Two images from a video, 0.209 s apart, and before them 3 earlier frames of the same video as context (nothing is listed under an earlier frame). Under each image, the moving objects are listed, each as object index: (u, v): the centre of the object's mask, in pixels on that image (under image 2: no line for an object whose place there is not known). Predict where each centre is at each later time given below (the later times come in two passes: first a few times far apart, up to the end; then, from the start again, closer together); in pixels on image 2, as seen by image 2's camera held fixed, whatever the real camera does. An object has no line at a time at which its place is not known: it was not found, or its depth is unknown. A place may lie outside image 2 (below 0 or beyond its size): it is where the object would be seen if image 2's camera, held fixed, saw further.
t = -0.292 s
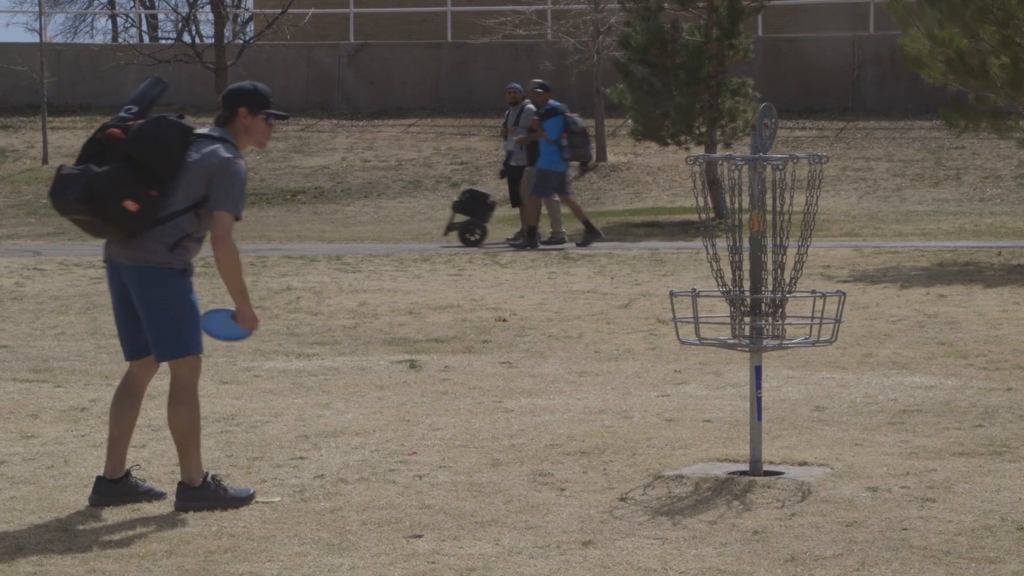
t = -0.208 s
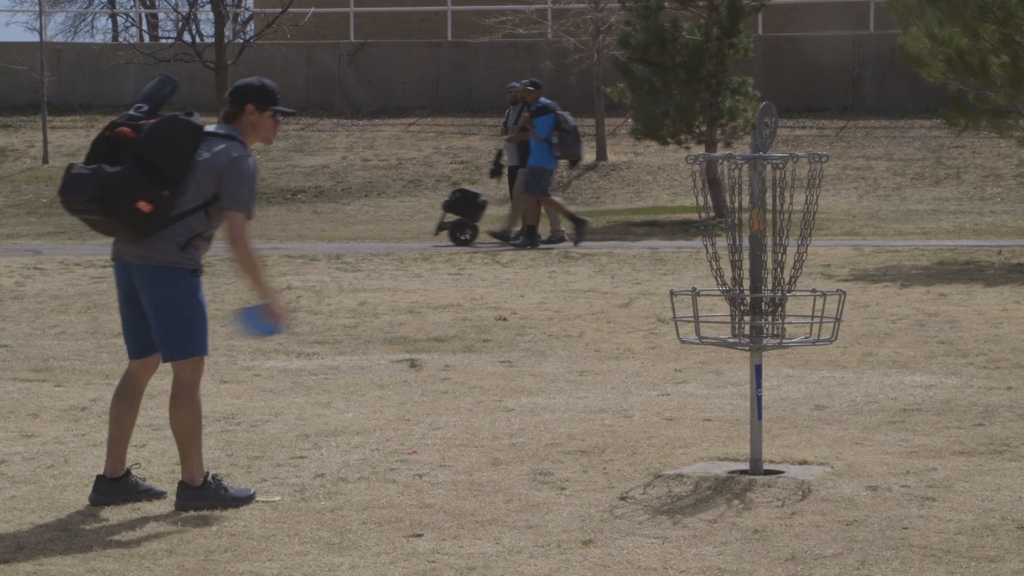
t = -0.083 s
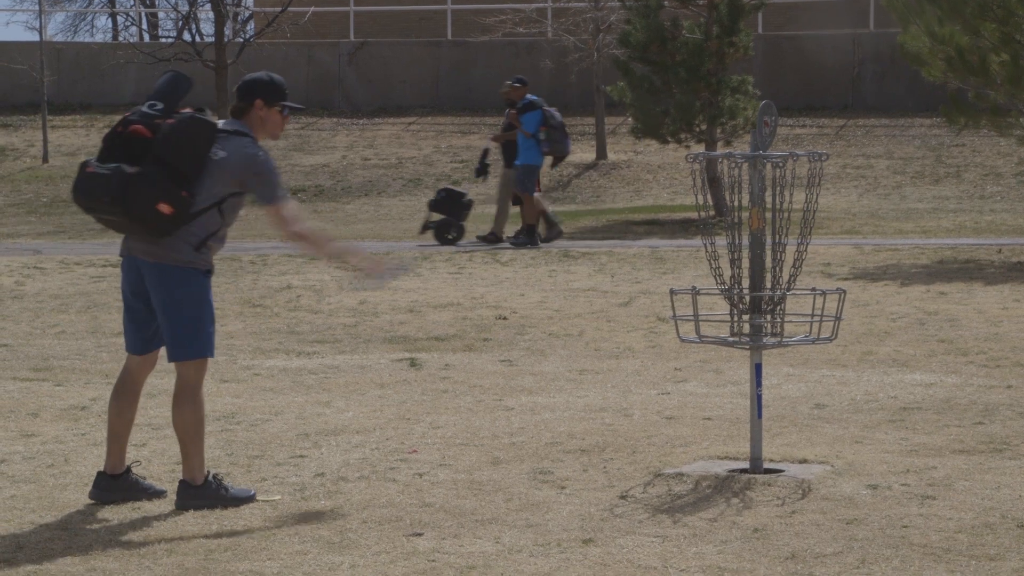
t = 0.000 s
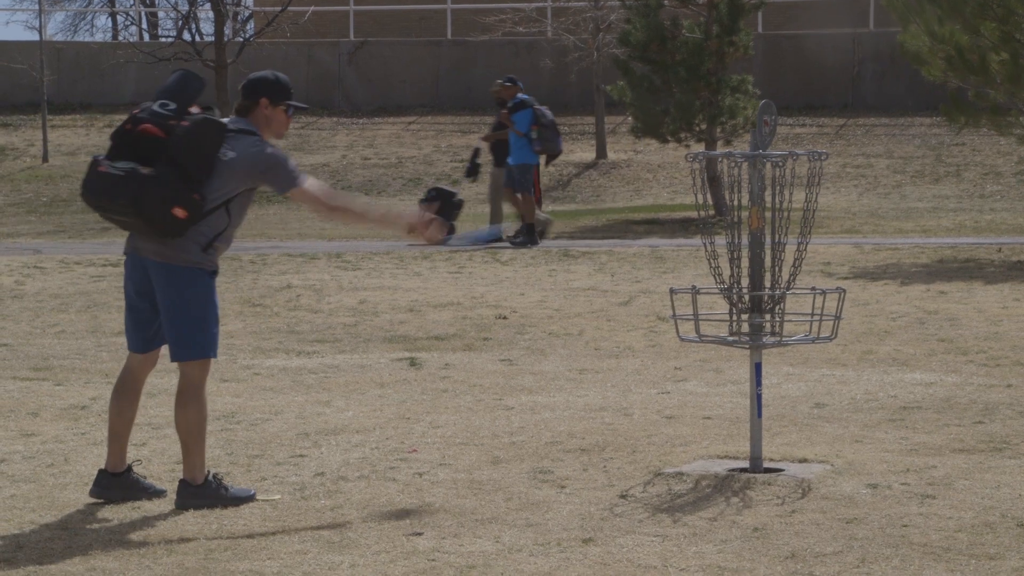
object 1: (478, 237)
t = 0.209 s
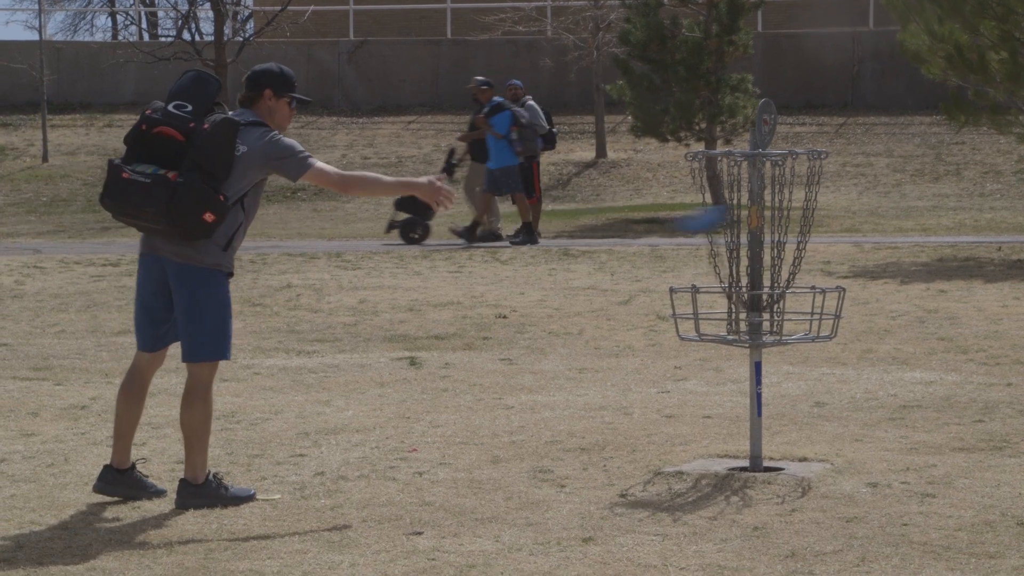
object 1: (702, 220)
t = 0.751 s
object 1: (720, 329)
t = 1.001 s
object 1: (709, 336)
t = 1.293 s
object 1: (708, 337)
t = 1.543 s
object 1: (709, 337)
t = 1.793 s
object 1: (709, 337)
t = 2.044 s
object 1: (708, 337)
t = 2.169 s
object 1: (710, 338)
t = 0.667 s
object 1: (727, 313)
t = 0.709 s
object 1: (719, 324)
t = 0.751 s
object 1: (720, 329)
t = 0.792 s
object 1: (712, 332)
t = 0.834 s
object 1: (712, 332)
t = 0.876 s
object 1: (711, 333)
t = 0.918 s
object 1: (709, 336)
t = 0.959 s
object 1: (709, 336)
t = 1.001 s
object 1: (709, 336)
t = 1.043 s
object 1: (710, 336)
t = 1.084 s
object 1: (710, 337)
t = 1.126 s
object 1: (710, 337)
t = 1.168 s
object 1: (710, 337)
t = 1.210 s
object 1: (709, 337)
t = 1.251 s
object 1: (709, 337)
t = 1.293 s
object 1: (708, 337)
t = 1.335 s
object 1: (709, 337)
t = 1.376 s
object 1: (710, 337)
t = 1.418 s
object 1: (709, 337)
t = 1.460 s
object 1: (710, 337)
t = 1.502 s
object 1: (709, 337)
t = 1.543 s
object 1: (709, 337)
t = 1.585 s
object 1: (709, 337)
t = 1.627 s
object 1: (709, 337)
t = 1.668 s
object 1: (709, 337)
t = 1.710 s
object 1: (709, 337)
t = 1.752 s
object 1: (709, 337)
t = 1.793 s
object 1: (709, 337)
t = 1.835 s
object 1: (709, 337)
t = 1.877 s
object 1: (709, 337)
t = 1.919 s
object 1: (709, 337)
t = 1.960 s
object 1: (708, 337)
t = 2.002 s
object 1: (708, 337)
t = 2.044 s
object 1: (708, 337)
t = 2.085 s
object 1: (709, 337)
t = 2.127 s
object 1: (710, 338)
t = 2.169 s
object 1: (710, 338)
